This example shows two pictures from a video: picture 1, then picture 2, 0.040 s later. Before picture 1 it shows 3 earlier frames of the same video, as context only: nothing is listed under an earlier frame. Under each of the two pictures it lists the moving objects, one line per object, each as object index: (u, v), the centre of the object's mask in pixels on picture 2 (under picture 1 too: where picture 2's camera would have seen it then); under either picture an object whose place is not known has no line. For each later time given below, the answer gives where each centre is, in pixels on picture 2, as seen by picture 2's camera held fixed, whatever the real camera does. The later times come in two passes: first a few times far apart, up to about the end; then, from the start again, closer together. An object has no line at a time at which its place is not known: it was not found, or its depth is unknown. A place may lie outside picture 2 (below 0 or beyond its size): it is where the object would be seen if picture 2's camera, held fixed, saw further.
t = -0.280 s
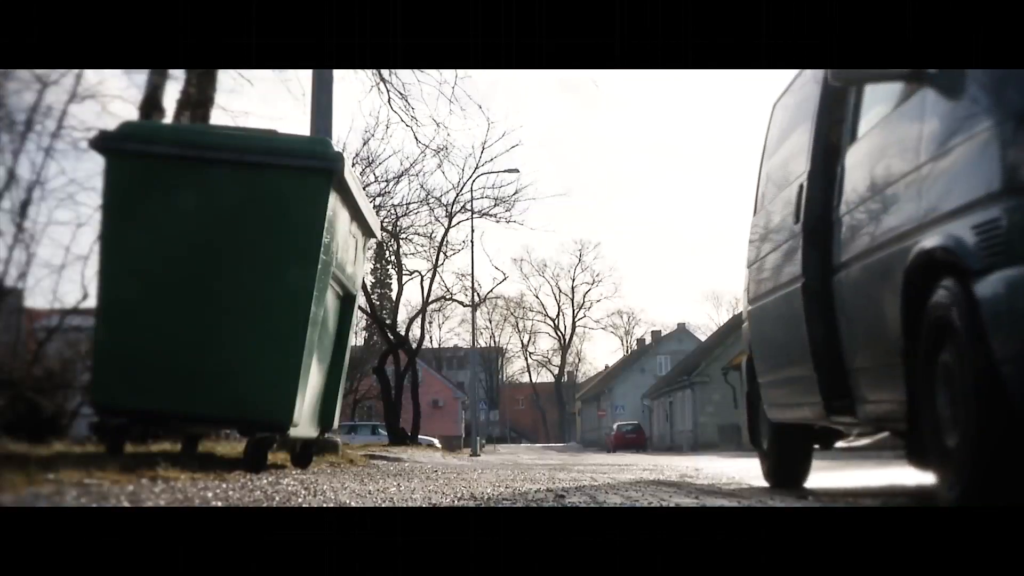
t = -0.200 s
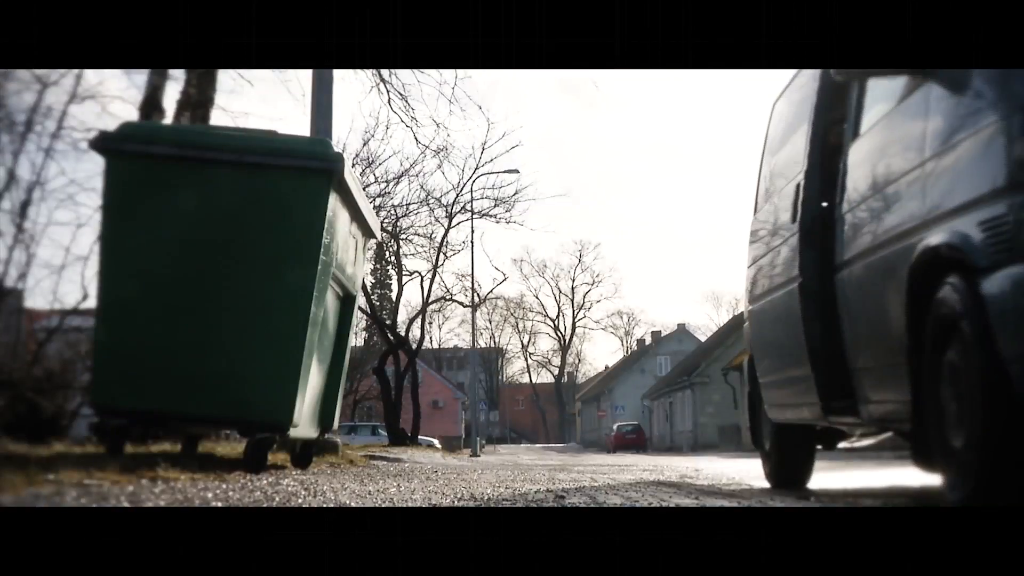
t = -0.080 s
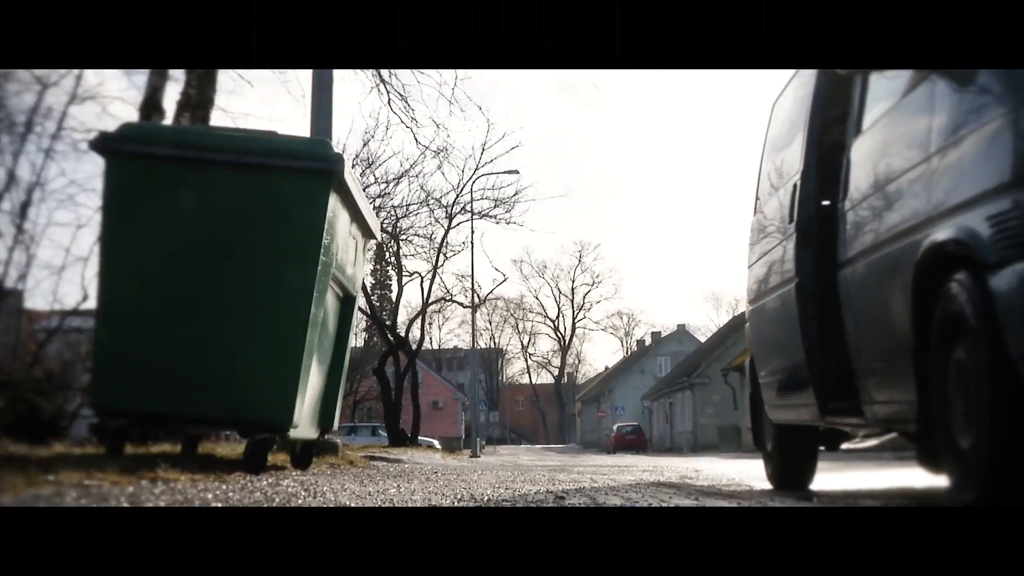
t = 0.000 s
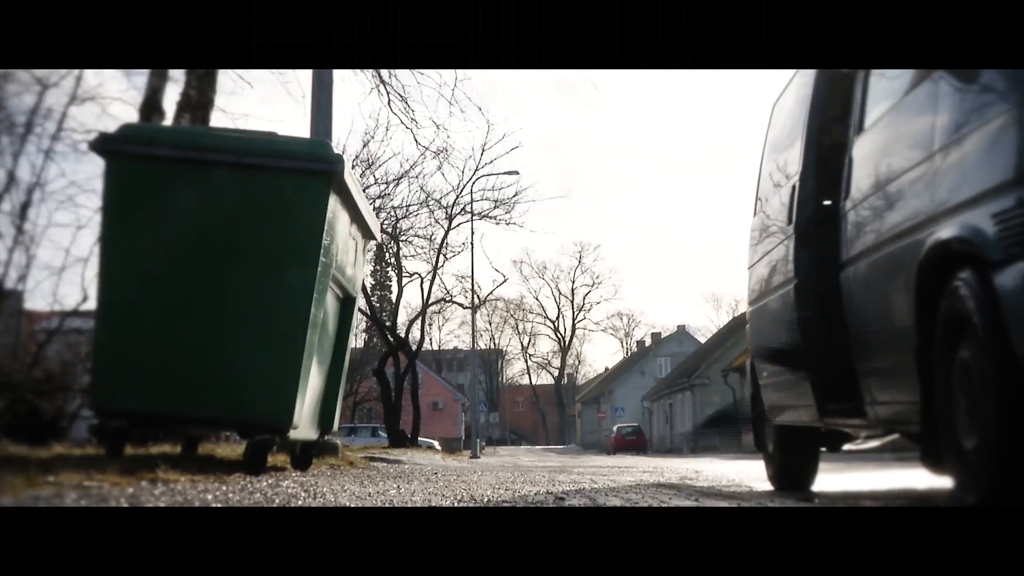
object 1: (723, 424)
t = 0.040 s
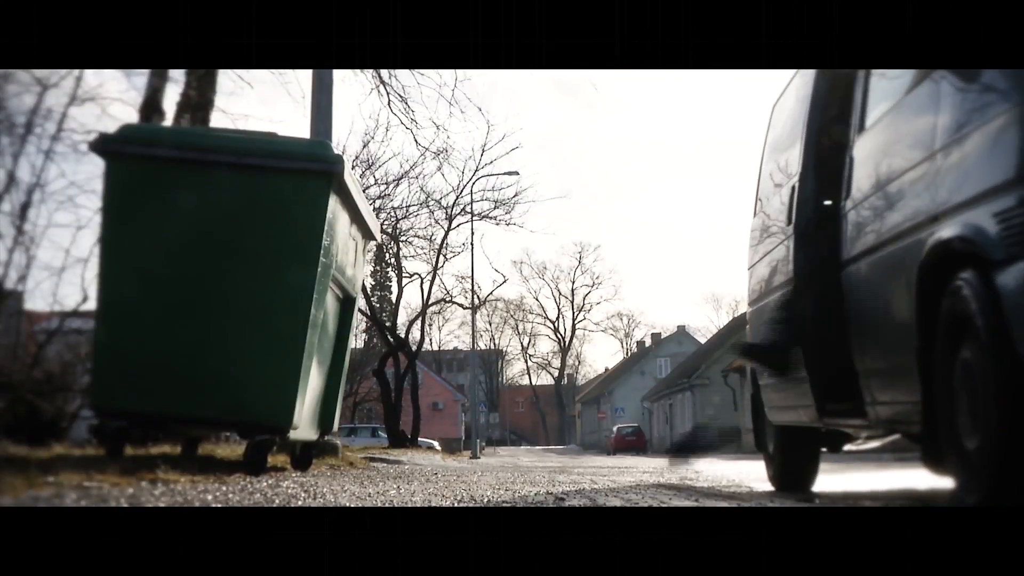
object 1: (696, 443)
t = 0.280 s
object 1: (562, 466)
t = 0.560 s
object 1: (472, 470)
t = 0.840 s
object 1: (462, 471)
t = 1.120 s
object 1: (462, 471)
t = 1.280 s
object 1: (462, 471)
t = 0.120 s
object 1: (635, 470)
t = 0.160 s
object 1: (611, 466)
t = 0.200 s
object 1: (596, 463)
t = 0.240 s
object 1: (582, 462)
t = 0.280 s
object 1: (562, 466)
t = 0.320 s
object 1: (542, 472)
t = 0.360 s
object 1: (530, 469)
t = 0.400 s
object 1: (517, 467)
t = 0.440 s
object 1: (502, 469)
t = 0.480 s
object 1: (491, 470)
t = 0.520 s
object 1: (479, 467)
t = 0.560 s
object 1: (472, 470)
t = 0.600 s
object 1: (467, 470)
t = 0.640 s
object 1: (463, 470)
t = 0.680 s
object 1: (462, 470)
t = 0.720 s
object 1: (462, 471)
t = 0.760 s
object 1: (462, 471)
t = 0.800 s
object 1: (463, 471)
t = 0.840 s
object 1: (462, 471)
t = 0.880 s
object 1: (462, 472)
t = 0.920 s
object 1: (462, 472)
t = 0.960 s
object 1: (462, 471)
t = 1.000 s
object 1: (462, 471)
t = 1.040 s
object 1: (462, 471)
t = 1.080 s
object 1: (462, 471)
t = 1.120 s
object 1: (462, 471)
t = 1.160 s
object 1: (462, 472)
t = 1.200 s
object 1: (462, 471)
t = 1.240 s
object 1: (462, 472)
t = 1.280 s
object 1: (462, 471)
